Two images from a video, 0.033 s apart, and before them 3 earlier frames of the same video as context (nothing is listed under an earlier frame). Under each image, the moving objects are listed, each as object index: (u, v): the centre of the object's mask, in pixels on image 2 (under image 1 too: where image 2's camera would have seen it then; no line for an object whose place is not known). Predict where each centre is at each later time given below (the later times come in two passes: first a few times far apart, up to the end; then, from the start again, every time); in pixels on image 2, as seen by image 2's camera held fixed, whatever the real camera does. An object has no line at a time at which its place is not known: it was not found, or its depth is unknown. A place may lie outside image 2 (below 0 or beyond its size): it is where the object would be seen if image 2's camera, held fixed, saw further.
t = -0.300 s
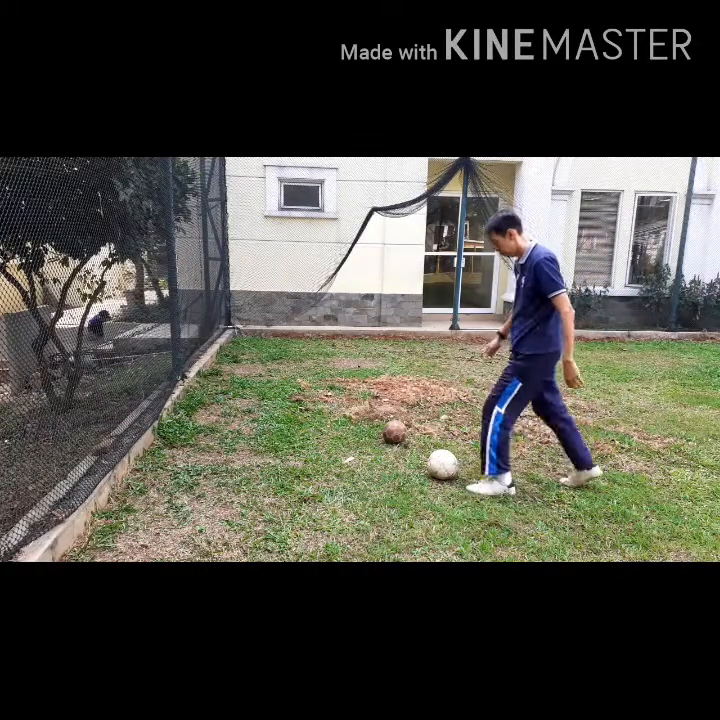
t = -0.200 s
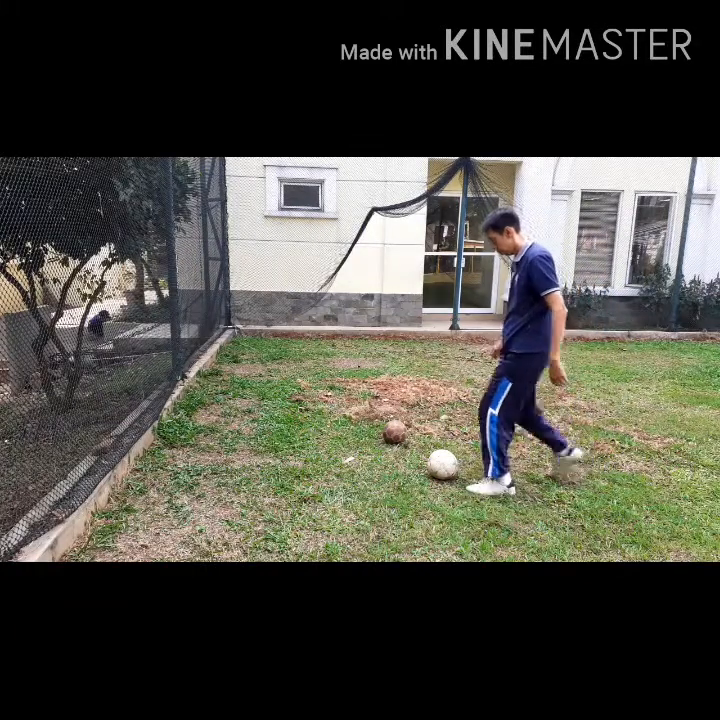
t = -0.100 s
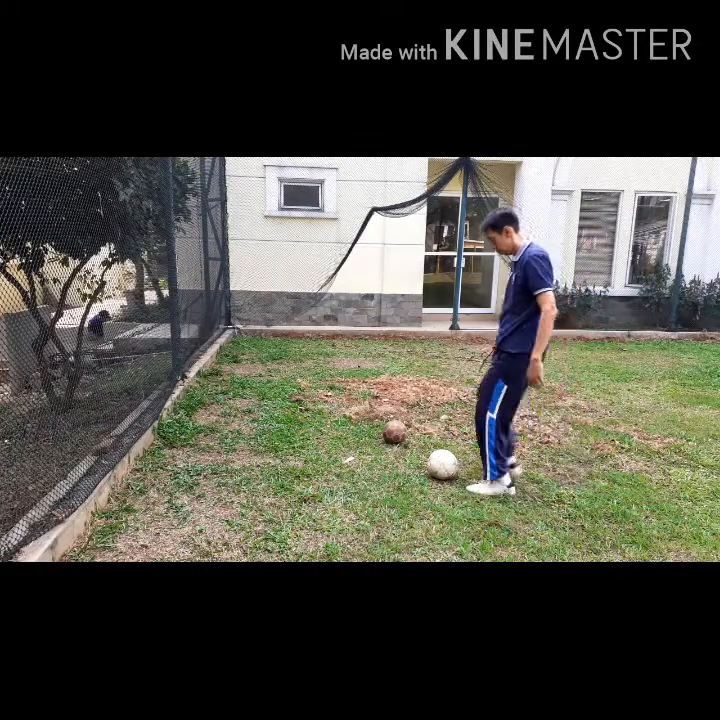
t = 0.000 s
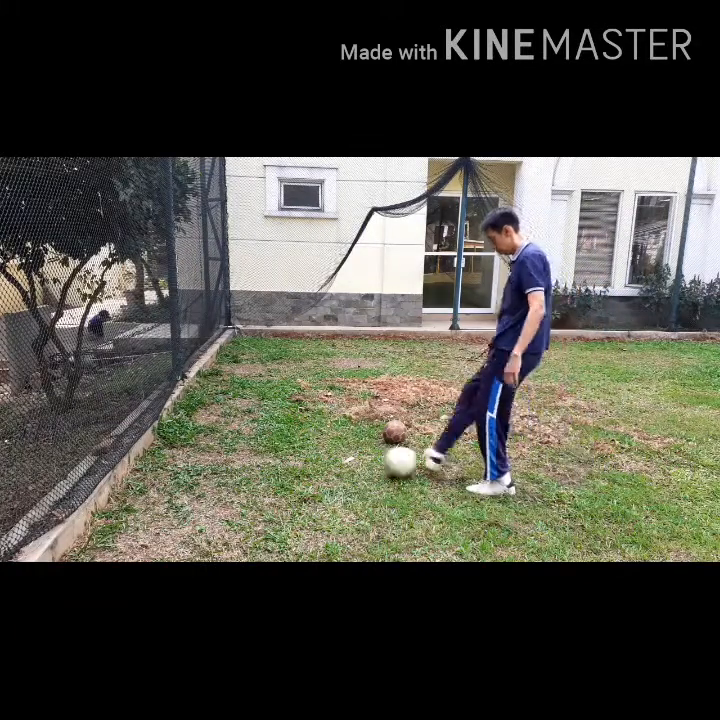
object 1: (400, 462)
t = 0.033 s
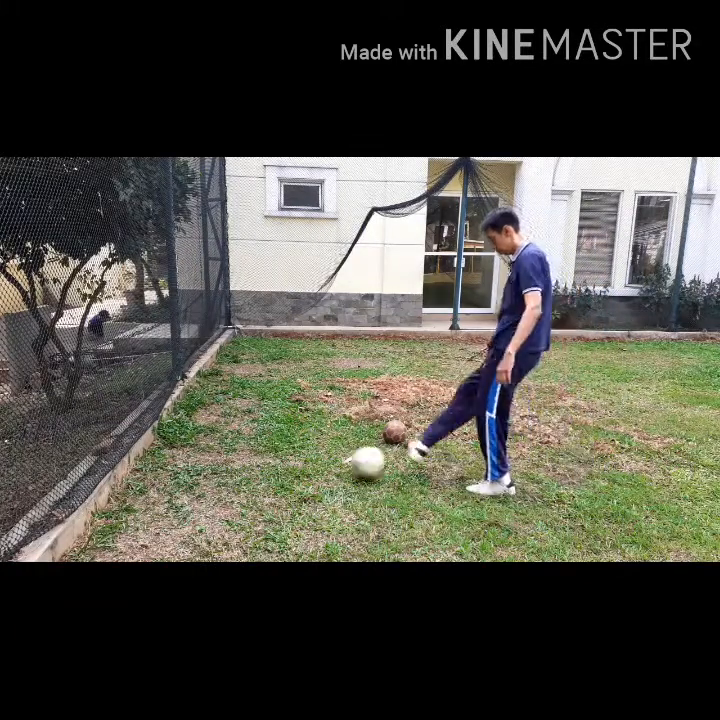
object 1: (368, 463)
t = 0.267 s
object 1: (147, 479)
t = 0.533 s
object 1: (223, 474)
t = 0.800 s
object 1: (278, 478)
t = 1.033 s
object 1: (311, 477)
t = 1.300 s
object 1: (337, 477)
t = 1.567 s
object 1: (353, 478)
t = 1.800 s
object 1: (360, 478)
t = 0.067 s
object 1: (336, 465)
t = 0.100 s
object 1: (301, 466)
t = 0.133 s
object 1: (269, 471)
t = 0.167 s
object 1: (233, 477)
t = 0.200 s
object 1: (204, 476)
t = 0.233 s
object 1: (175, 477)
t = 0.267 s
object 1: (147, 479)
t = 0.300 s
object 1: (127, 479)
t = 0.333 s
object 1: (136, 477)
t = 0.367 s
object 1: (154, 470)
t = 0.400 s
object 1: (168, 467)
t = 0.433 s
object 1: (181, 465)
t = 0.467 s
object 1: (194, 466)
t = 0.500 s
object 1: (208, 469)
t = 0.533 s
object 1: (223, 474)
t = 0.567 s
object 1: (236, 480)
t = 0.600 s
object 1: (243, 479)
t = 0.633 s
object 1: (248, 477)
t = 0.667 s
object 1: (256, 478)
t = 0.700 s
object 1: (262, 479)
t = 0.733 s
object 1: (267, 479)
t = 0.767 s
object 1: (272, 478)
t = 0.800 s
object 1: (278, 478)
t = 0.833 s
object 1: (283, 478)
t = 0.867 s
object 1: (288, 478)
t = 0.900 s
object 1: (293, 477)
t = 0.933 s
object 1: (297, 477)
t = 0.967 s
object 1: (303, 477)
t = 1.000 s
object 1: (306, 477)
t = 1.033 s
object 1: (311, 477)
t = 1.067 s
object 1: (315, 477)
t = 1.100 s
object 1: (318, 476)
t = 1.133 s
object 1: (322, 475)
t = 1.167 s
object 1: (325, 476)
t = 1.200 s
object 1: (328, 477)
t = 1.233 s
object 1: (332, 477)
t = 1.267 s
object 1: (335, 477)
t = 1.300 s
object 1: (337, 477)
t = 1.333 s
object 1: (340, 477)
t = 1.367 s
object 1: (343, 477)
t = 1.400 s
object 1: (345, 477)
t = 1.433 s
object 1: (346, 478)
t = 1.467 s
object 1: (348, 477)
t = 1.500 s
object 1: (350, 477)
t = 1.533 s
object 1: (352, 477)
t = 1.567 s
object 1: (353, 478)
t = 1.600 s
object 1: (355, 478)
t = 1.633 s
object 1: (356, 478)
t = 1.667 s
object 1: (357, 478)
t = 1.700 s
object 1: (358, 478)
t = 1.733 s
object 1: (358, 478)
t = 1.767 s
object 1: (358, 478)
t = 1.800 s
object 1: (360, 478)
